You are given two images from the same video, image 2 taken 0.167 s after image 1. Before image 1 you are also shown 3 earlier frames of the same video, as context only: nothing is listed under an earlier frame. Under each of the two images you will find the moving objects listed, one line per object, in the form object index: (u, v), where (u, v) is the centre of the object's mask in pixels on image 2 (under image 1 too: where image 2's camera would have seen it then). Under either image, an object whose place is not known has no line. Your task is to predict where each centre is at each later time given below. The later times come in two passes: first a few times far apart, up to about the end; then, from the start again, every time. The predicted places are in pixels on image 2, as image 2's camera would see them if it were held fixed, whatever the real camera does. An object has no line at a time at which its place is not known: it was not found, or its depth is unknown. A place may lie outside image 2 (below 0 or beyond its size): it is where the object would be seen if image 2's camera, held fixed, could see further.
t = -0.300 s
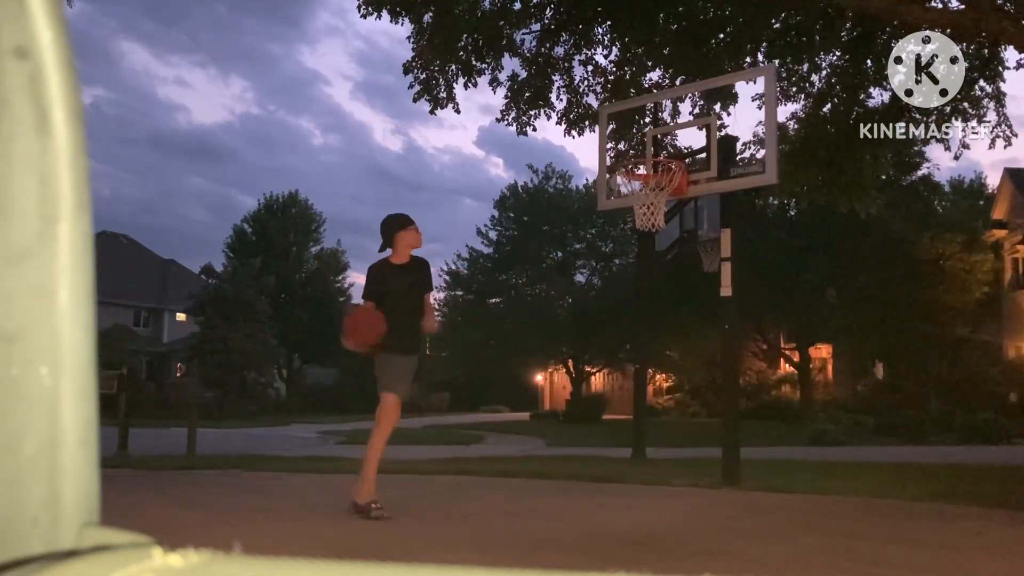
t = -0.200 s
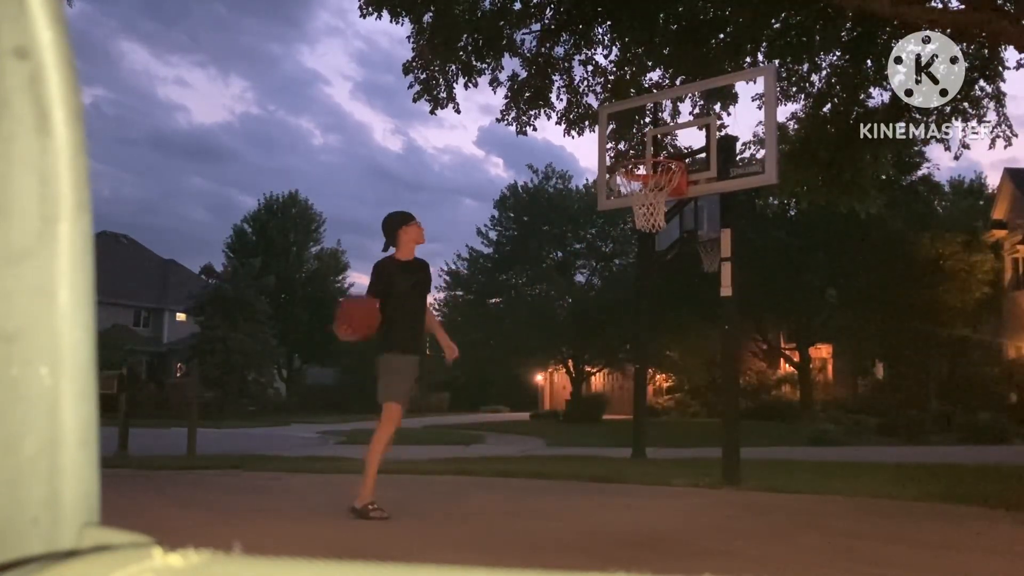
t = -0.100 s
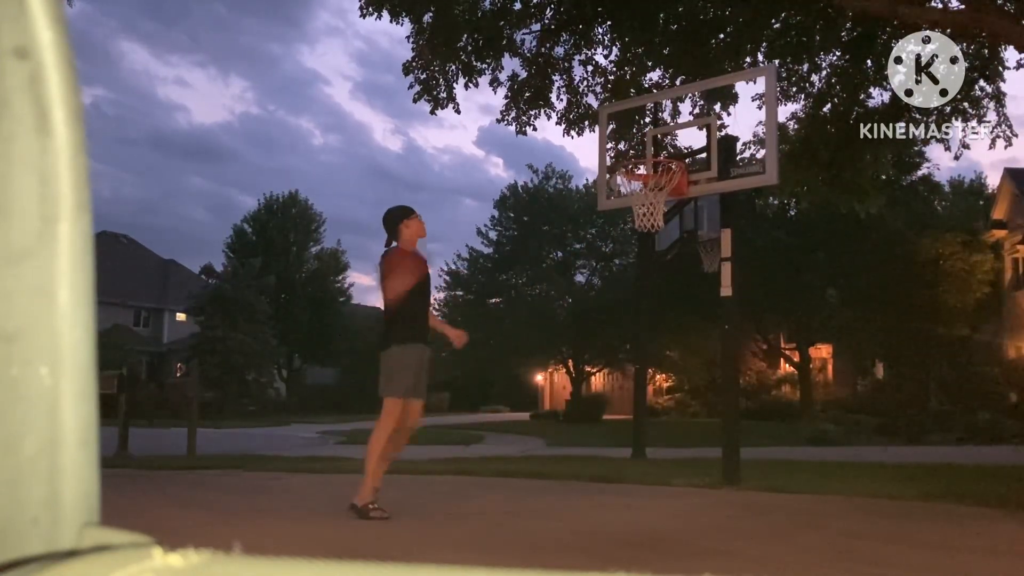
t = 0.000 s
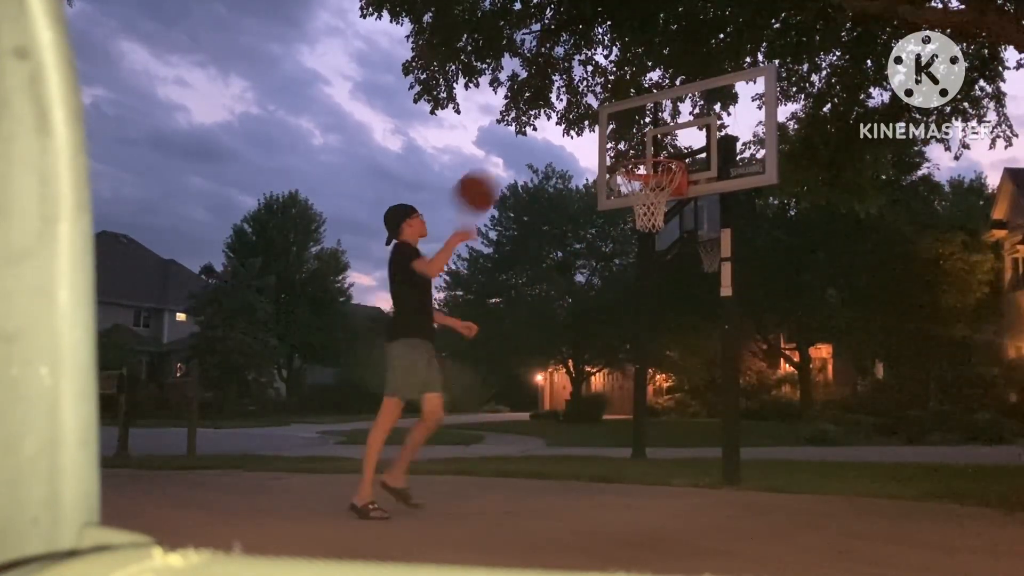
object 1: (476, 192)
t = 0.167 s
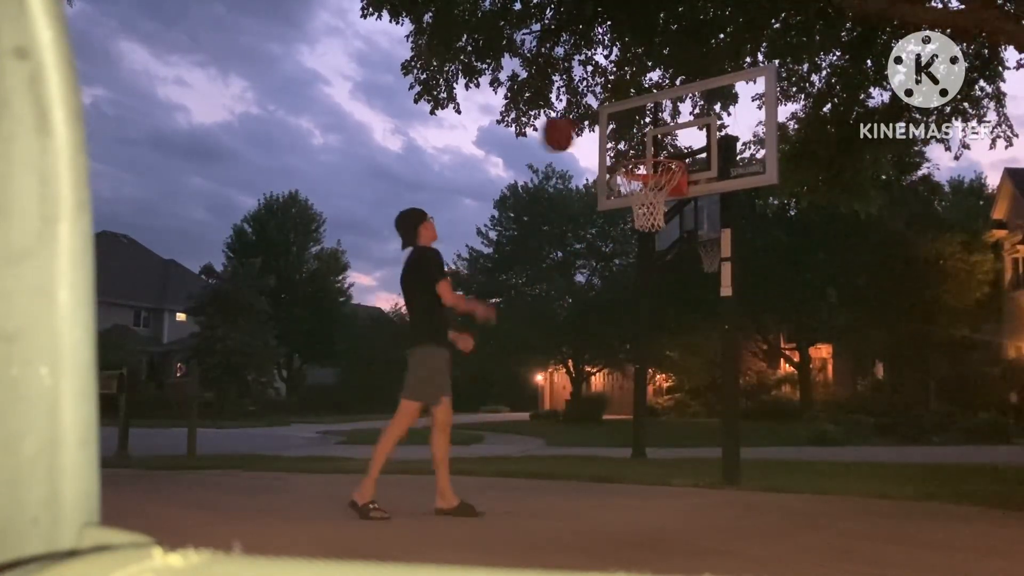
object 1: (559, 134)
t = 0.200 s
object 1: (572, 129)
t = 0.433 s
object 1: (634, 132)
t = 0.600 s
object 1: (569, 147)
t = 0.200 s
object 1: (572, 129)
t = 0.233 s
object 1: (585, 125)
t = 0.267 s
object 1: (595, 123)
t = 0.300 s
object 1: (611, 123)
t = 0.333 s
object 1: (620, 125)
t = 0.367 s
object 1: (628, 126)
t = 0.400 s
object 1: (637, 131)
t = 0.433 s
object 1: (634, 132)
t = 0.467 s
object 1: (624, 132)
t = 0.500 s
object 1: (613, 133)
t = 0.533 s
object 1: (597, 136)
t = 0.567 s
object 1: (584, 141)
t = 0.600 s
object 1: (569, 147)
